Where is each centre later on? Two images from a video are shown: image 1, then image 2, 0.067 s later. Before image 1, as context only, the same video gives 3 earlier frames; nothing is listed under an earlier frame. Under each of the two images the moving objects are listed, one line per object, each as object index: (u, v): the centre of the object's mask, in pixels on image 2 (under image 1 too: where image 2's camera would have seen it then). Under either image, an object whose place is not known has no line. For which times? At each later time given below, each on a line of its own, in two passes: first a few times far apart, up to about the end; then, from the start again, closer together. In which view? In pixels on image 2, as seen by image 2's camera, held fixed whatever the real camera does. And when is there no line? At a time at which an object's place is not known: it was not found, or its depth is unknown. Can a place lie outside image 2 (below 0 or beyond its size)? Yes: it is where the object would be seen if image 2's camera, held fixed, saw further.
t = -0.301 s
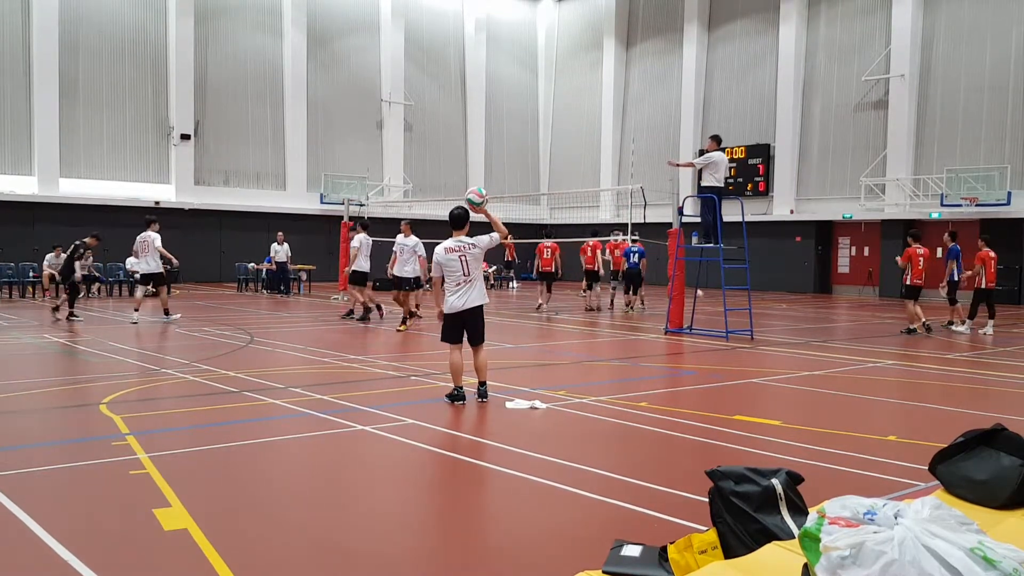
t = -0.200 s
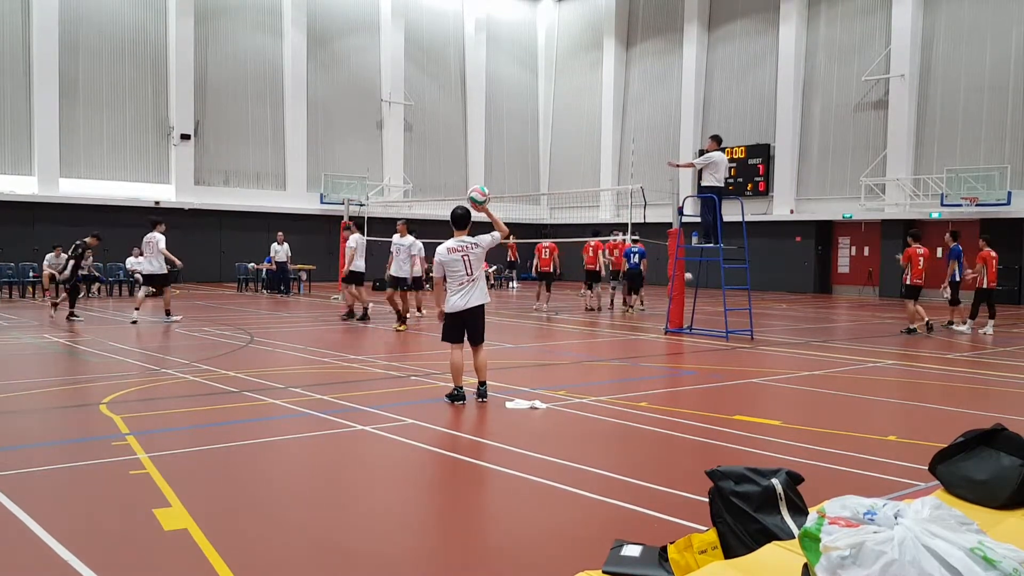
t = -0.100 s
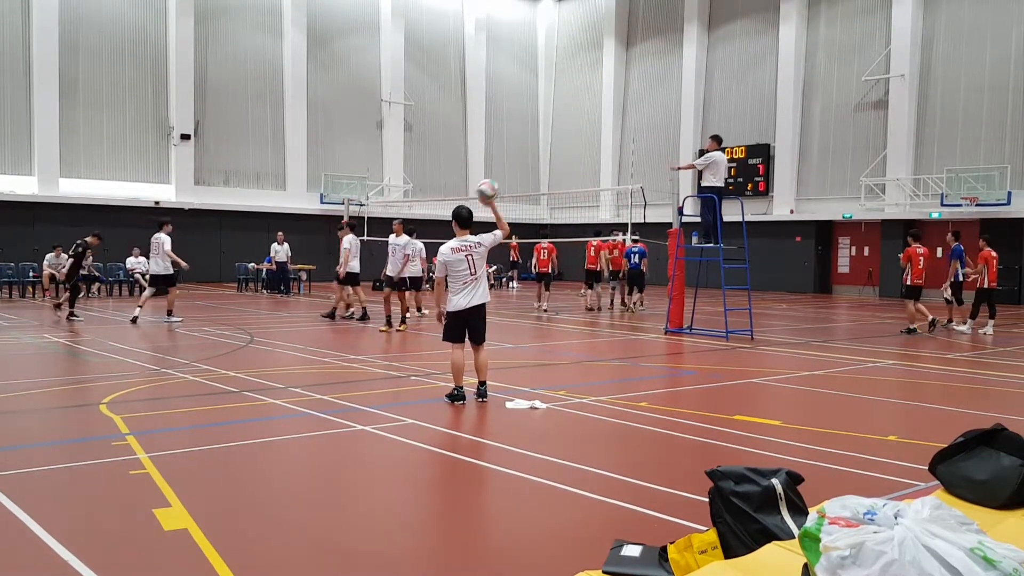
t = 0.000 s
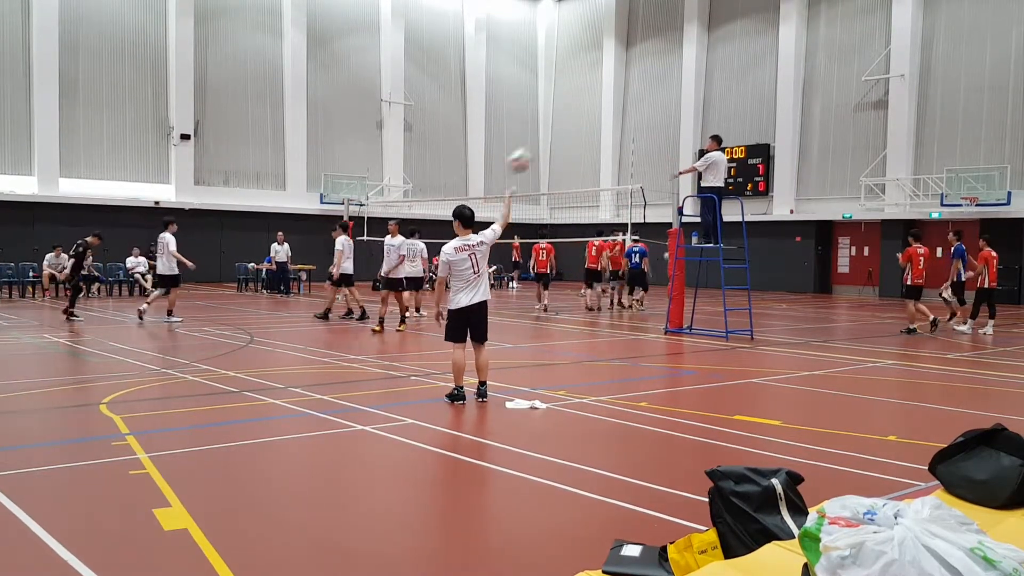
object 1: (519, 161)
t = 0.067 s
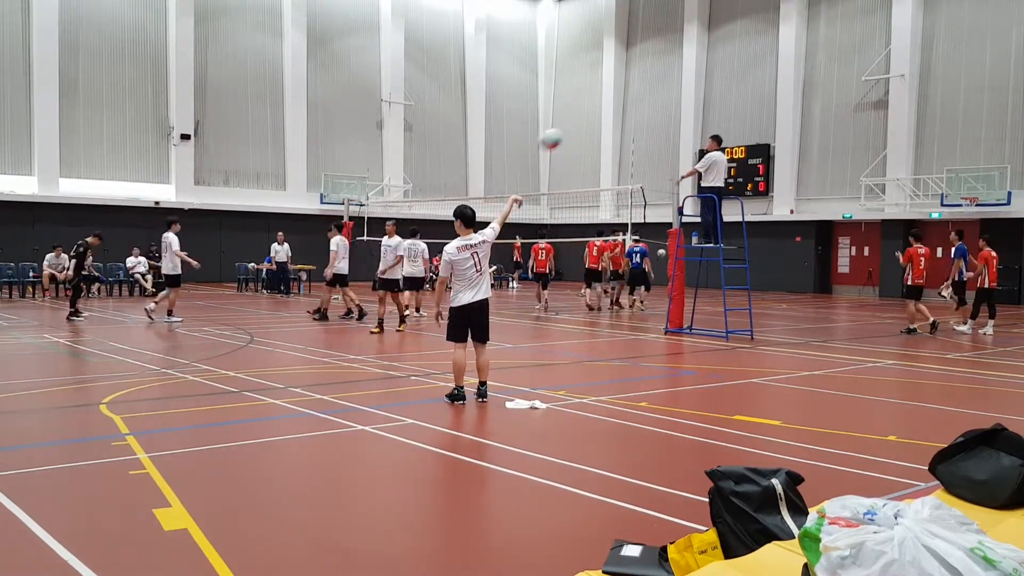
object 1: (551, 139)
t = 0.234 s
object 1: (618, 110)
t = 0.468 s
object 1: (691, 115)
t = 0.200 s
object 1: (604, 113)
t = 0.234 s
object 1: (618, 110)
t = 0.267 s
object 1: (629, 110)
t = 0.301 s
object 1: (640, 106)
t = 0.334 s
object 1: (650, 106)
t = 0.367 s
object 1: (660, 107)
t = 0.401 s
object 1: (672, 109)
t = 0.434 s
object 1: (680, 112)
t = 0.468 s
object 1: (691, 115)
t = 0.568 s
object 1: (717, 131)
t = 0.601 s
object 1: (725, 137)
